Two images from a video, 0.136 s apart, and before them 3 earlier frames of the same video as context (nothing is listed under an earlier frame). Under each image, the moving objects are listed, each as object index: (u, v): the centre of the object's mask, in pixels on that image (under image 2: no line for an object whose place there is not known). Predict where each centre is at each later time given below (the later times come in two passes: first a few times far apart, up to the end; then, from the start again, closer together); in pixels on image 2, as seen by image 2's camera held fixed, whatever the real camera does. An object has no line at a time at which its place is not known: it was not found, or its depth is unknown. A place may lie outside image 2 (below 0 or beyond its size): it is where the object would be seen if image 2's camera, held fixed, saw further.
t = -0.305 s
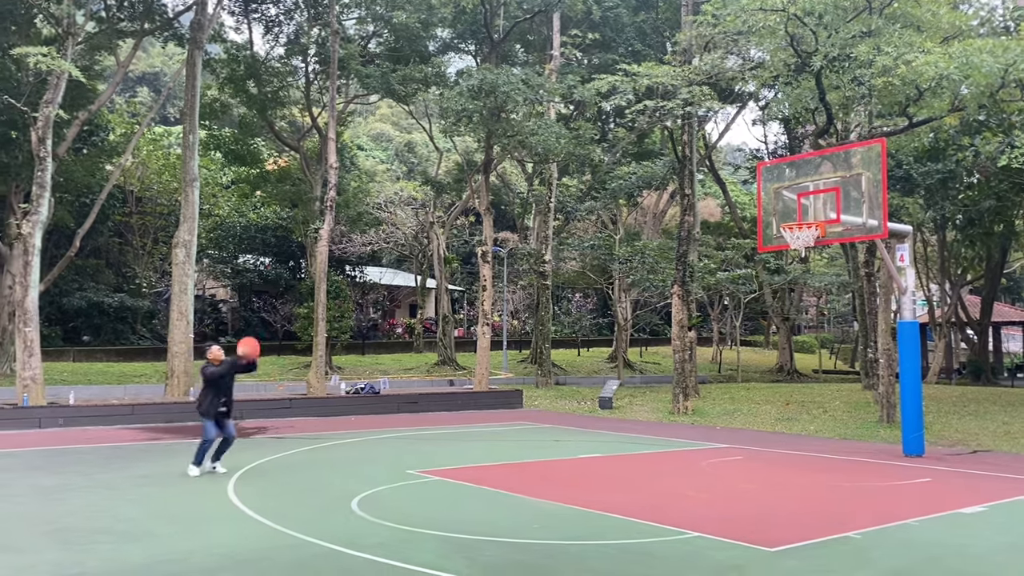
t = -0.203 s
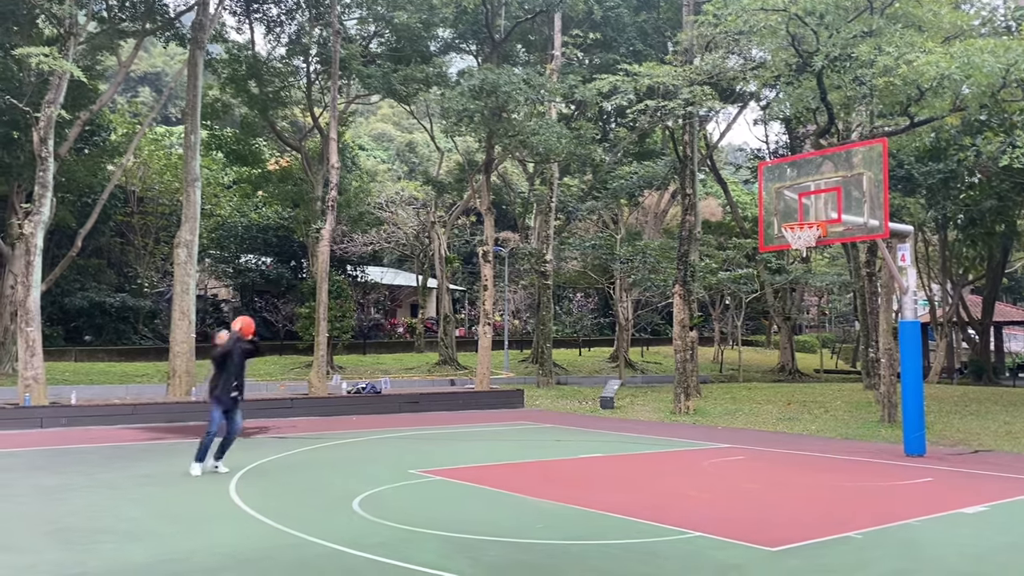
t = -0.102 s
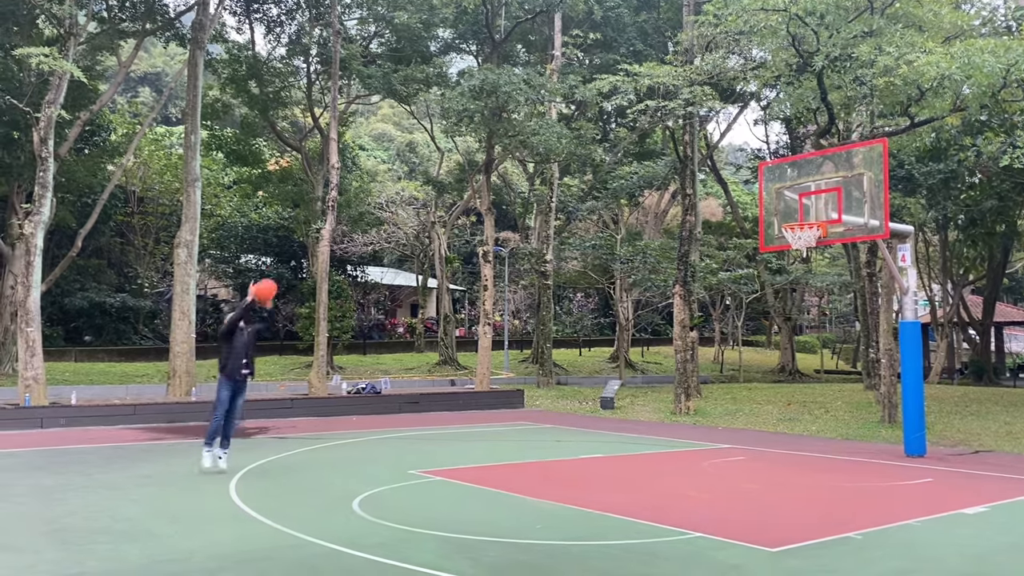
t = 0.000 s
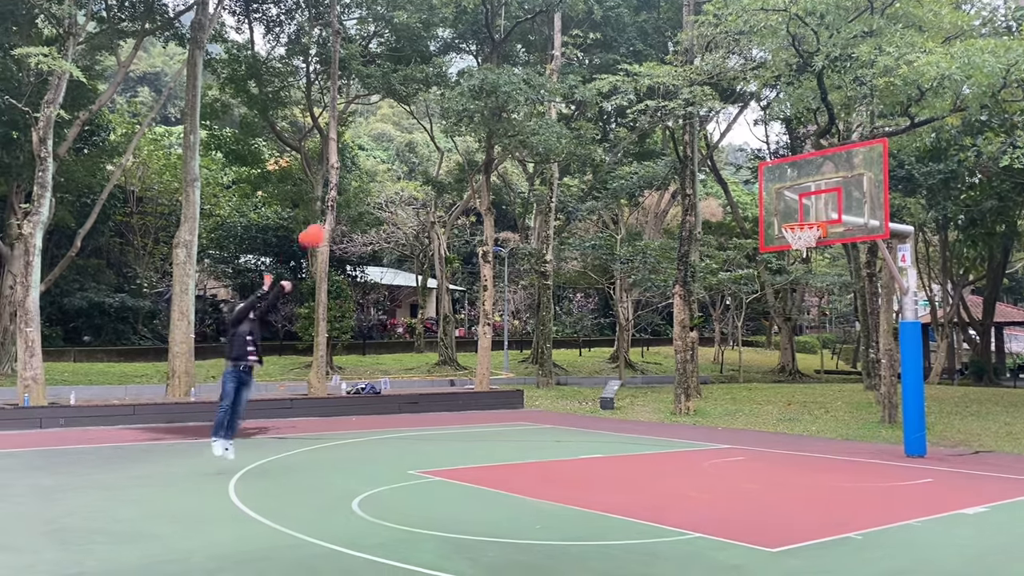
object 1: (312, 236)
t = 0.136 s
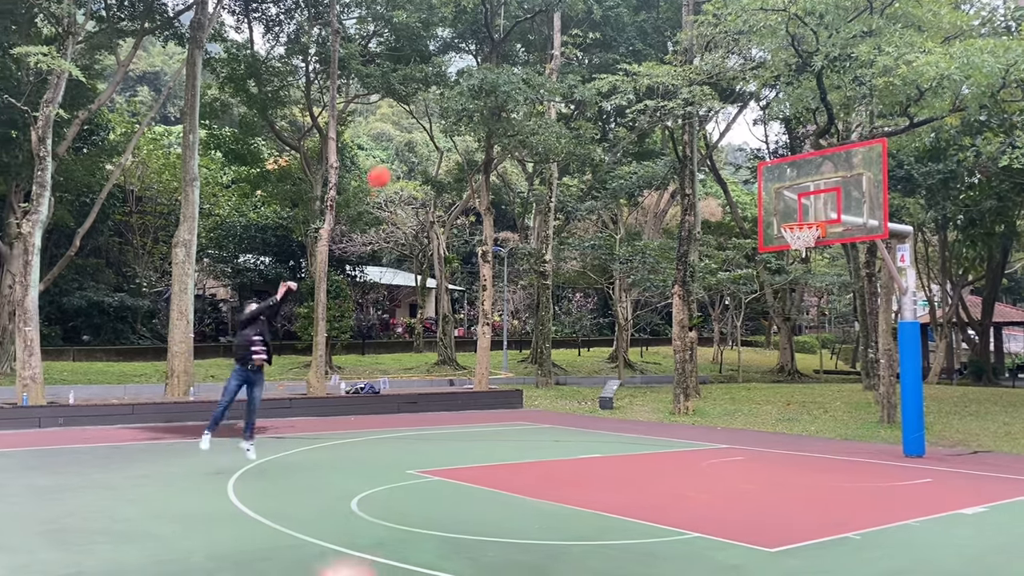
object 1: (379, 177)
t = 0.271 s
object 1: (443, 135)
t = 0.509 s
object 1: (551, 99)
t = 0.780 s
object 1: (669, 114)
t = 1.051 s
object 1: (785, 181)
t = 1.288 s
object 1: (887, 287)
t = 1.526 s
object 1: (987, 436)
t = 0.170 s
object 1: (396, 165)
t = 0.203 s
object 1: (411, 154)
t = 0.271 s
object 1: (443, 135)
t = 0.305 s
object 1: (459, 127)
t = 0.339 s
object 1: (474, 120)
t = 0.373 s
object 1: (490, 115)
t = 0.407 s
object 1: (505, 109)
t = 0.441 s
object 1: (521, 105)
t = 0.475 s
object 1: (536, 102)
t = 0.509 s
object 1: (551, 99)
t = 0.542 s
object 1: (566, 97)
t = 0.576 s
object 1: (582, 97)
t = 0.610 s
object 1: (596, 97)
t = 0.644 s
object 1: (610, 99)
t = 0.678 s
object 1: (625, 102)
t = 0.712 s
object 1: (640, 104)
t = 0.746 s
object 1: (655, 109)
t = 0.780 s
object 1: (669, 114)
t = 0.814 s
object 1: (684, 118)
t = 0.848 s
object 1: (698, 125)
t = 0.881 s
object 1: (712, 133)
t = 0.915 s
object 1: (727, 141)
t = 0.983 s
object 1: (756, 160)
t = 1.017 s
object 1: (771, 171)
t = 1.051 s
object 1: (785, 181)
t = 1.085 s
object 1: (798, 194)
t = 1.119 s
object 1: (813, 208)
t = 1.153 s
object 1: (828, 224)
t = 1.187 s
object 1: (843, 237)
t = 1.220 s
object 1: (858, 253)
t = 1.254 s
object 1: (873, 270)
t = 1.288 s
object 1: (887, 287)
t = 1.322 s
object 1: (902, 307)
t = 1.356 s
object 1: (917, 326)
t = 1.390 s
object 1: (931, 345)
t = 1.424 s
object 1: (937, 367)
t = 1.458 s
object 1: (951, 389)
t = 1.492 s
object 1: (972, 412)
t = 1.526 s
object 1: (987, 436)
